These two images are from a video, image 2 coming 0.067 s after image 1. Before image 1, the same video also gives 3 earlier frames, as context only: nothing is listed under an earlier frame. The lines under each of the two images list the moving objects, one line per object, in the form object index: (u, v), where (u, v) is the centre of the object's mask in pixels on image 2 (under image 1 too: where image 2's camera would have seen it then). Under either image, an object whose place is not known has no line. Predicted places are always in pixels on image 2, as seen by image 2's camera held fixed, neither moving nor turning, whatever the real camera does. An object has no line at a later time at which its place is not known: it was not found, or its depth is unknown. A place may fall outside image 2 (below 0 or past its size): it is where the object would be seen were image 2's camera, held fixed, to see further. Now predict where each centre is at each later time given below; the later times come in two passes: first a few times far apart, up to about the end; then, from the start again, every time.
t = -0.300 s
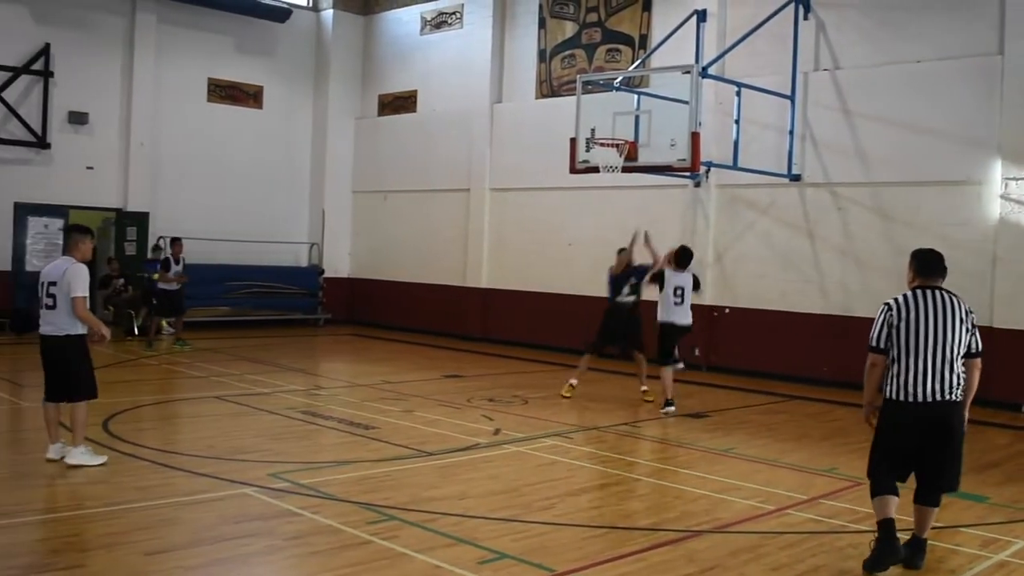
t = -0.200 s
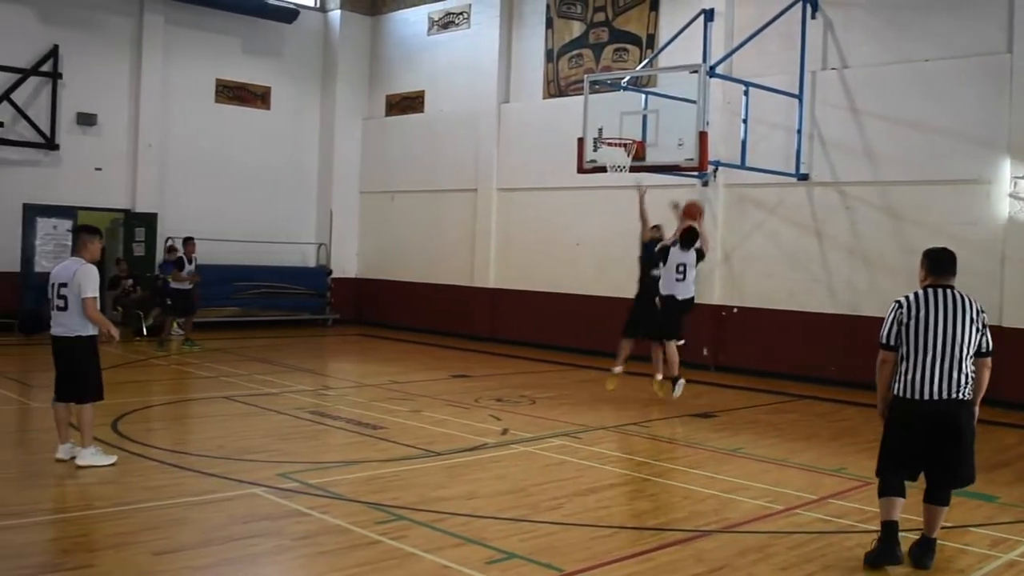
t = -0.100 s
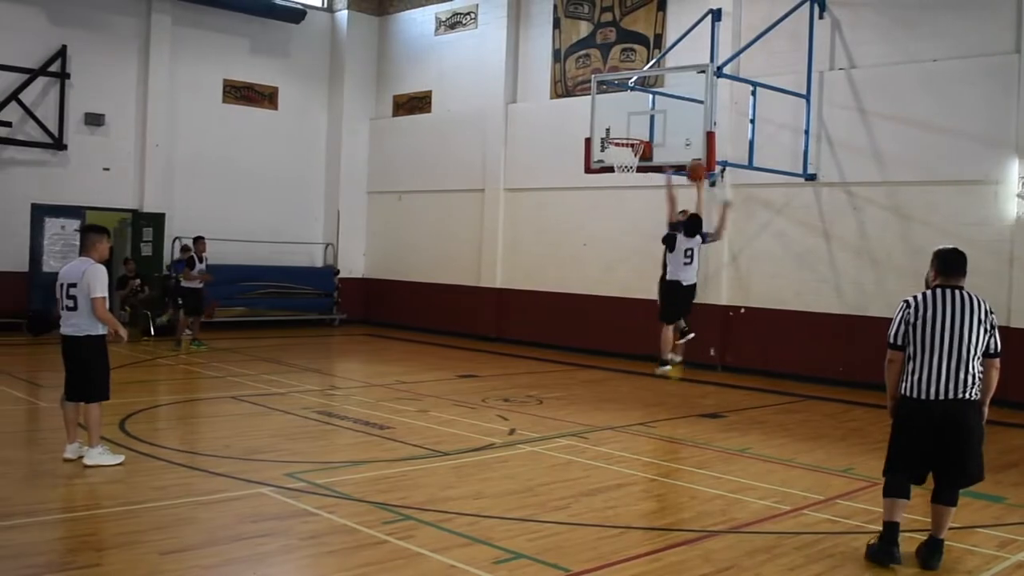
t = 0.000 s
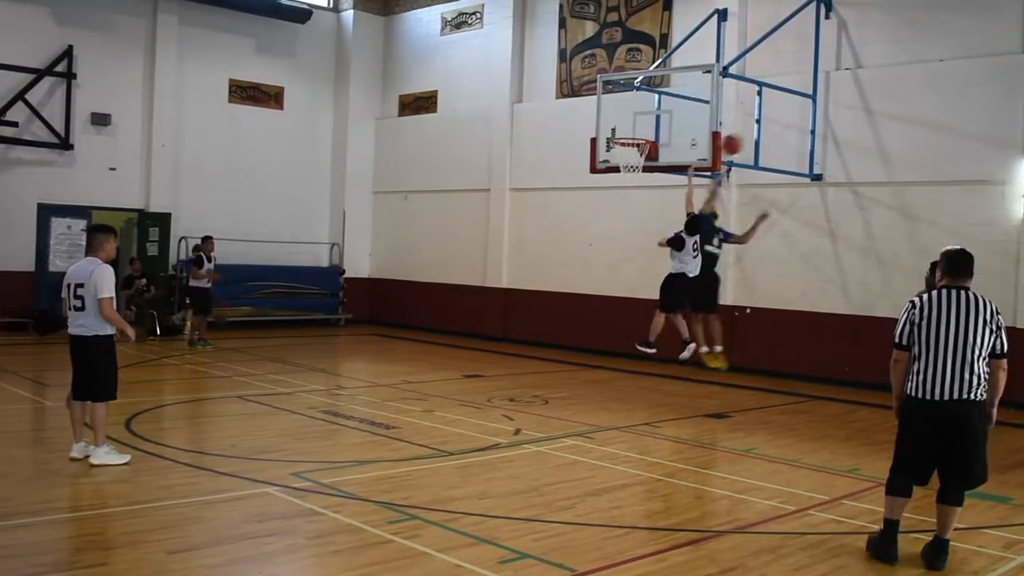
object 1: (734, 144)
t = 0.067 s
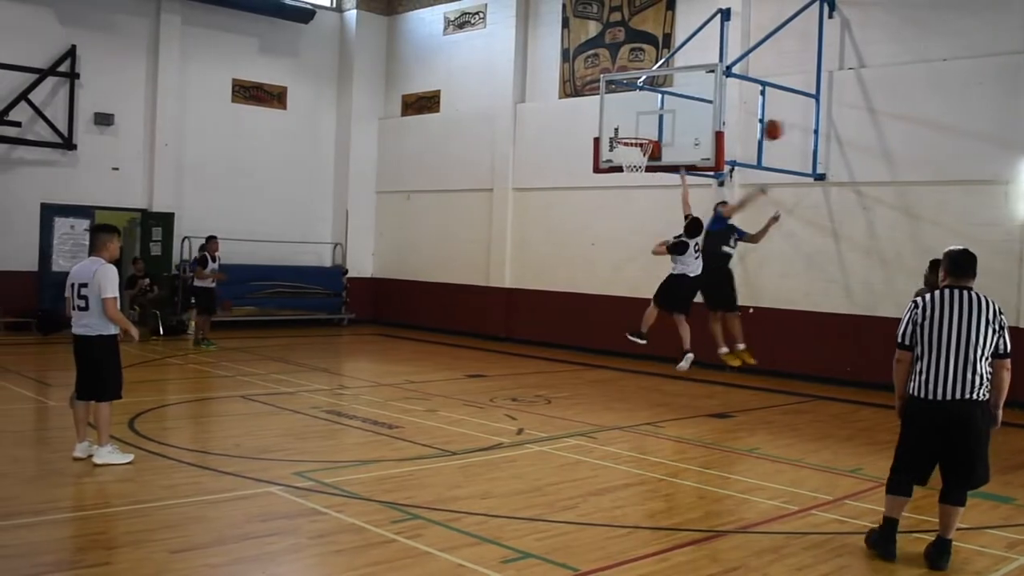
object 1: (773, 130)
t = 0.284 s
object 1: (894, 108)
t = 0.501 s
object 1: (1010, 126)
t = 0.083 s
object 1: (781, 126)
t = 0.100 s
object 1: (791, 124)
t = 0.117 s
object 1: (800, 121)
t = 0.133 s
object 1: (809, 119)
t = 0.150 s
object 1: (819, 117)
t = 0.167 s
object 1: (829, 115)
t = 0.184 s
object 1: (836, 113)
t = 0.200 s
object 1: (846, 112)
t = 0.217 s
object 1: (855, 110)
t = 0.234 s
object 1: (866, 110)
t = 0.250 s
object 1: (876, 108)
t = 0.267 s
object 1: (885, 108)
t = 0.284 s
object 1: (894, 108)
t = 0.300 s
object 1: (903, 108)
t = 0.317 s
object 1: (912, 108)
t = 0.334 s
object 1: (921, 109)
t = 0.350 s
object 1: (930, 109)
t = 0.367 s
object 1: (940, 110)
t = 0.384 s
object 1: (949, 111)
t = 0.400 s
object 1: (958, 113)
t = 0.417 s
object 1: (967, 115)
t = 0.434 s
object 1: (976, 116)
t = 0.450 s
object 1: (985, 118)
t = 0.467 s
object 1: (994, 121)
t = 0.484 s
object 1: (1003, 123)
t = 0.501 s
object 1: (1010, 126)
